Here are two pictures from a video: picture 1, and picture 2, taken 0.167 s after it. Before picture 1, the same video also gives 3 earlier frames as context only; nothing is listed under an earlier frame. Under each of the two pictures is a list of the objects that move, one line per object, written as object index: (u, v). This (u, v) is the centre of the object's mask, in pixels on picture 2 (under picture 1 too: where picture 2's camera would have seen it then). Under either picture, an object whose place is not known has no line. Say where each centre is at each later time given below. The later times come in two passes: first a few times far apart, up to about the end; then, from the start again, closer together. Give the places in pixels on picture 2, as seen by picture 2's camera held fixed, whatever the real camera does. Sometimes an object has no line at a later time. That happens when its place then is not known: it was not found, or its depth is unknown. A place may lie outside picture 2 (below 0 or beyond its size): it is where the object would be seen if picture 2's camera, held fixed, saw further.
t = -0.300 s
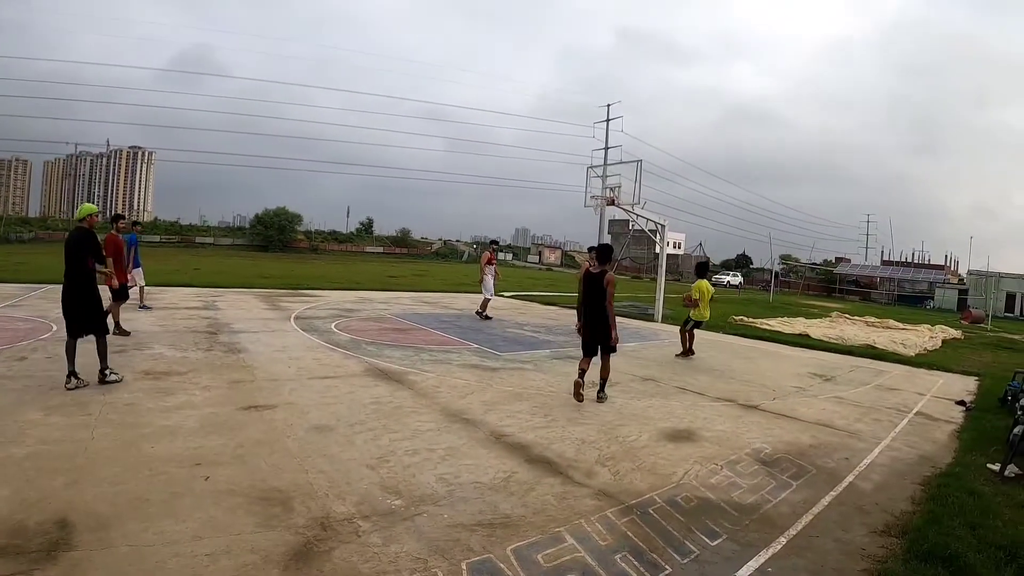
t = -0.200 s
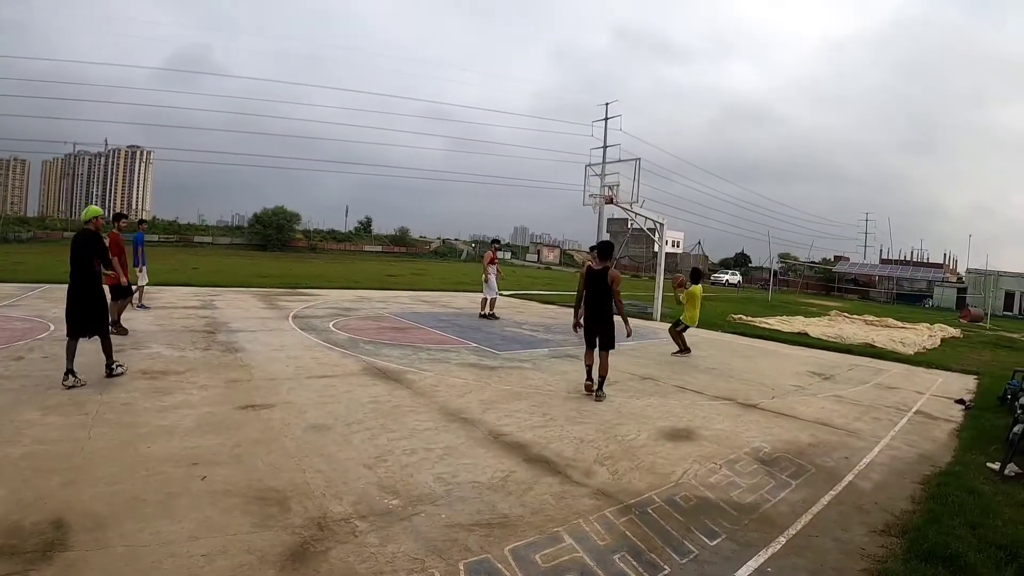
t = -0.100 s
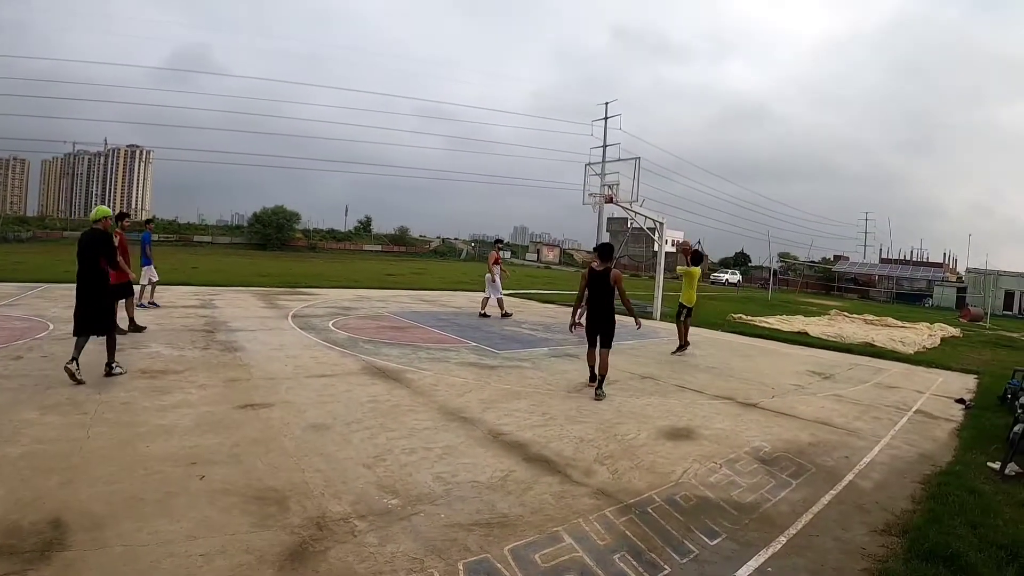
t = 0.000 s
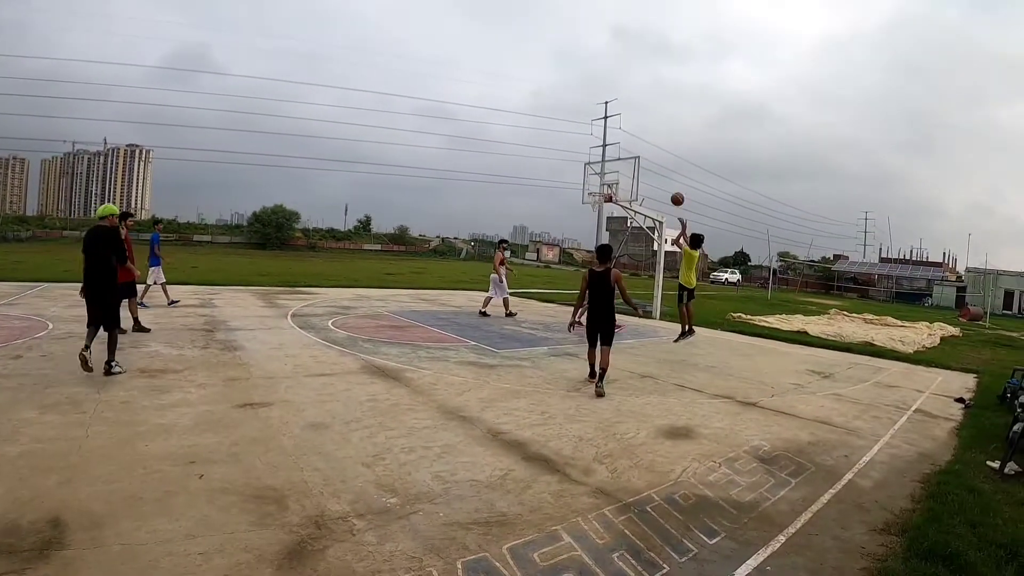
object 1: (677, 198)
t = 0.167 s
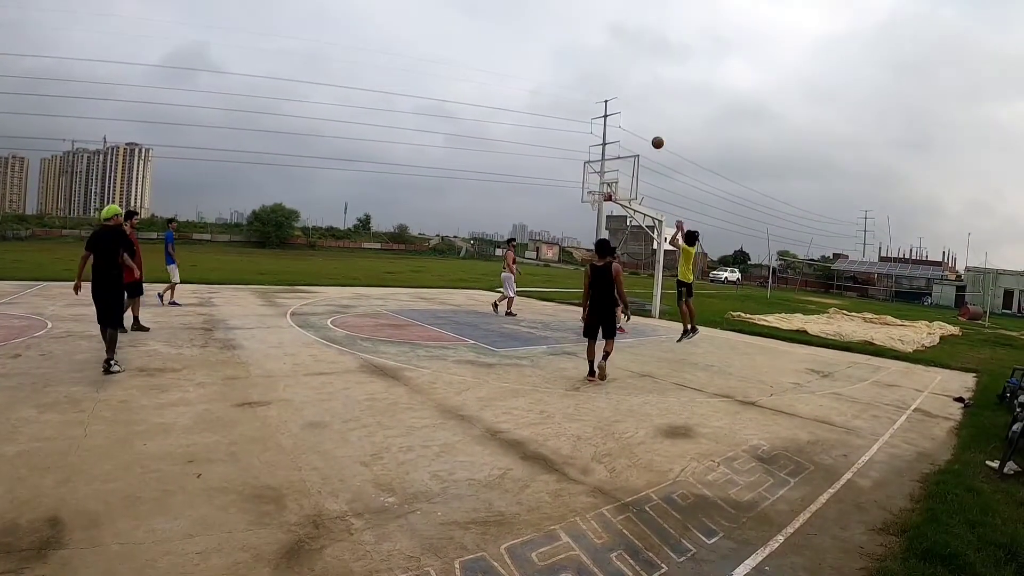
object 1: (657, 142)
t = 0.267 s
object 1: (648, 129)
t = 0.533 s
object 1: (624, 126)
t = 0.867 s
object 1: (597, 178)
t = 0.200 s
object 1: (655, 138)
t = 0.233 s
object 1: (651, 132)
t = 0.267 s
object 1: (648, 129)
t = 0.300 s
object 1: (645, 126)
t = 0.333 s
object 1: (641, 124)
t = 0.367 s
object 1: (639, 123)
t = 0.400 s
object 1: (636, 122)
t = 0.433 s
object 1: (633, 122)
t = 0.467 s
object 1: (630, 122)
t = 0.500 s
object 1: (626, 124)
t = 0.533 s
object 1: (624, 126)
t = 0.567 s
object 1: (622, 128)
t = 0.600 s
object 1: (618, 132)
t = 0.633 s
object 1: (616, 135)
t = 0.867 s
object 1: (597, 178)
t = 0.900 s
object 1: (595, 186)
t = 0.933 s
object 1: (593, 192)
